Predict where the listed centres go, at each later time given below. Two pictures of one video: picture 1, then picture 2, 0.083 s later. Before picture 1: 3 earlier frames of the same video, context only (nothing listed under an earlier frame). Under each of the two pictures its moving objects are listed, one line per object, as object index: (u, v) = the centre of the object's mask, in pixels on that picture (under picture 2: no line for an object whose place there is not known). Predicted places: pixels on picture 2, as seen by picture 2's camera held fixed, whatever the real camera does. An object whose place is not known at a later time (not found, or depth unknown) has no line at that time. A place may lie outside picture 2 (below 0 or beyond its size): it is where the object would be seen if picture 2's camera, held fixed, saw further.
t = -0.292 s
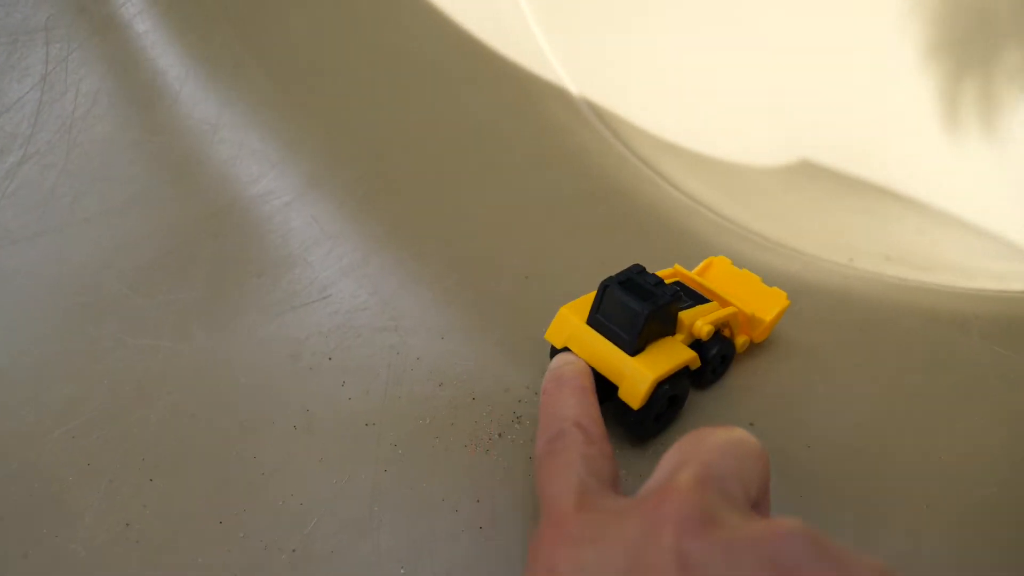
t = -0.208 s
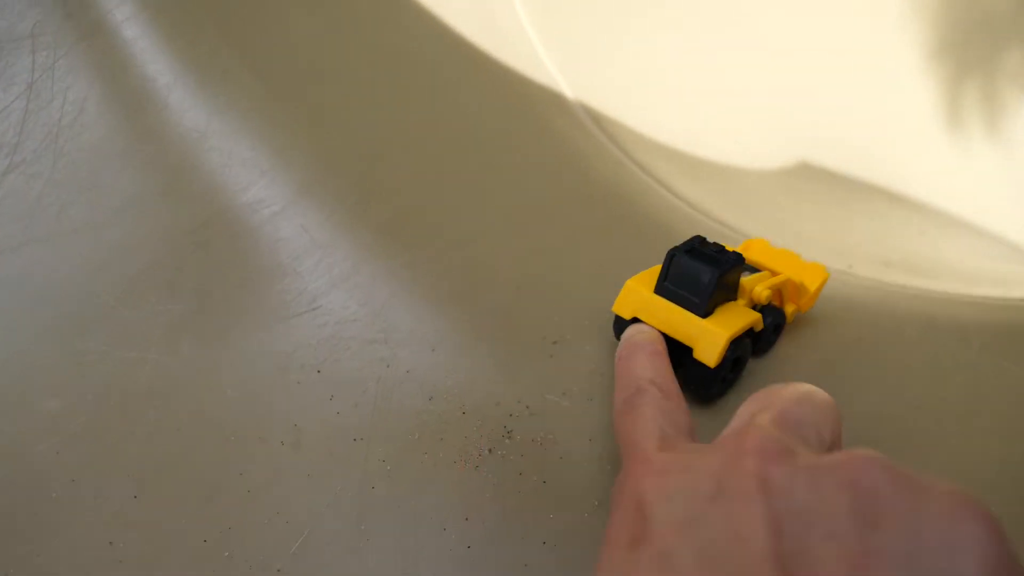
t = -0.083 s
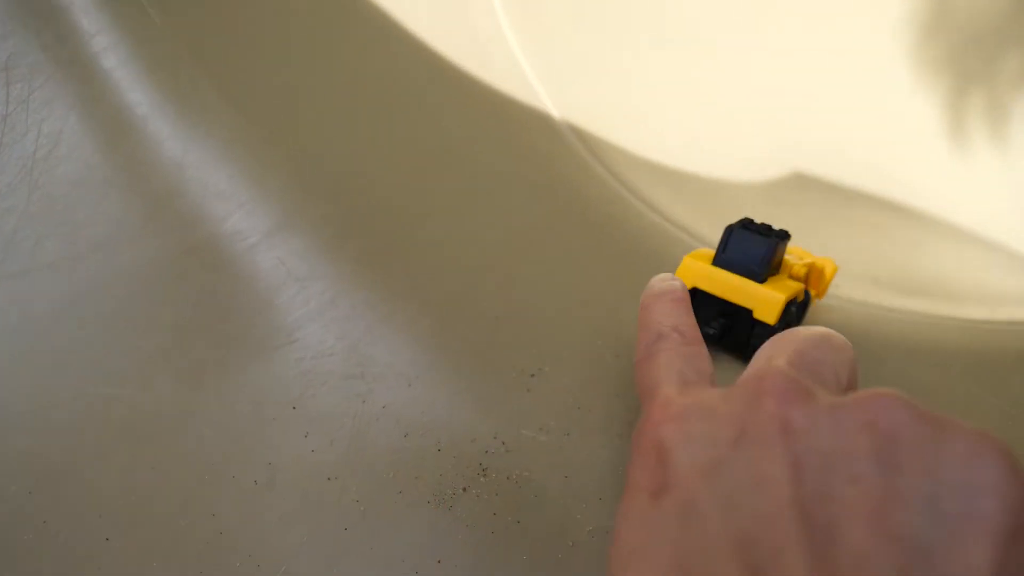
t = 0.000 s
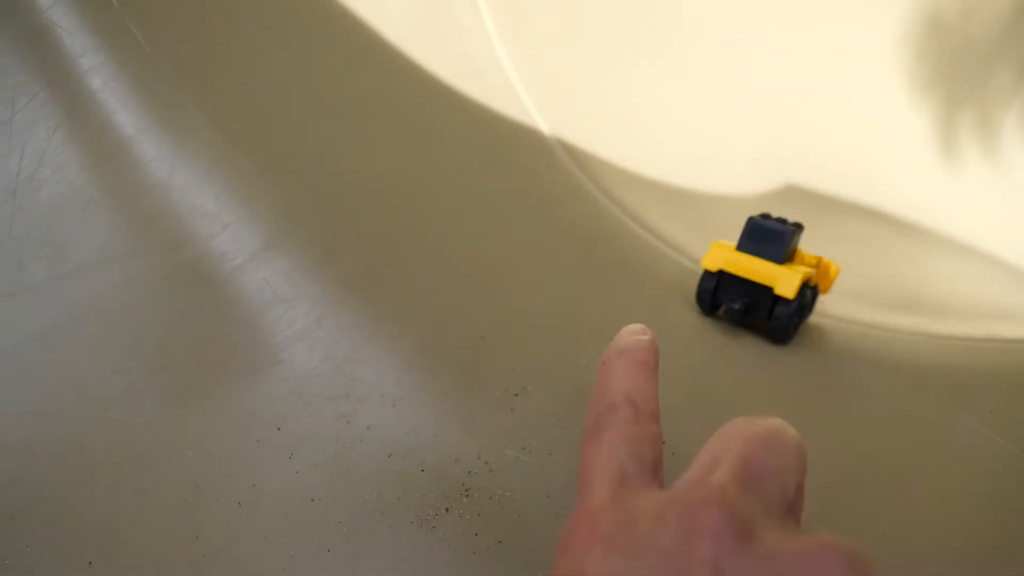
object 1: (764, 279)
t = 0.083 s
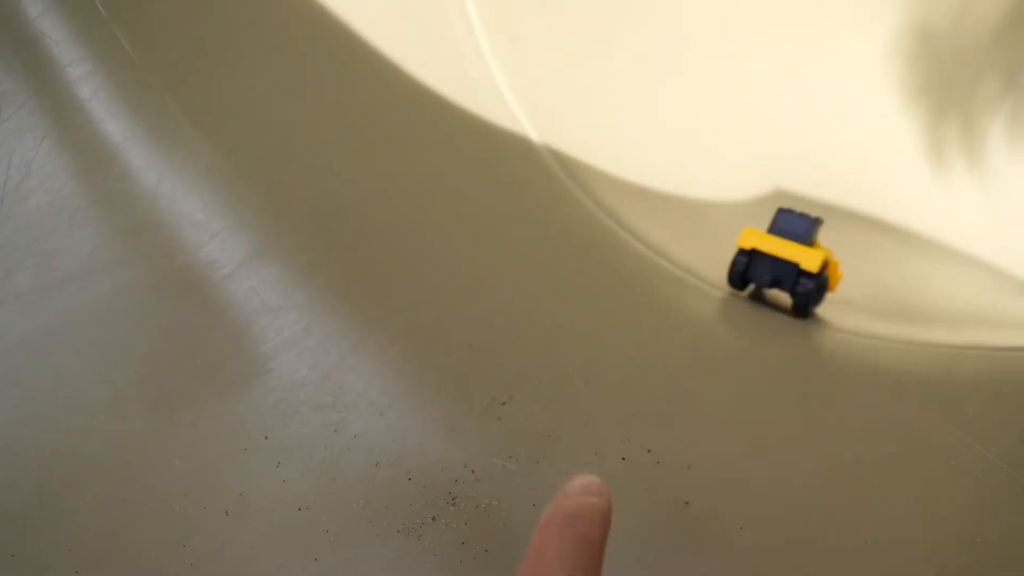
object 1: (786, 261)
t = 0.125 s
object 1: (801, 256)
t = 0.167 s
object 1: (818, 251)
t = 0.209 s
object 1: (834, 245)
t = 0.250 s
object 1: (850, 243)
